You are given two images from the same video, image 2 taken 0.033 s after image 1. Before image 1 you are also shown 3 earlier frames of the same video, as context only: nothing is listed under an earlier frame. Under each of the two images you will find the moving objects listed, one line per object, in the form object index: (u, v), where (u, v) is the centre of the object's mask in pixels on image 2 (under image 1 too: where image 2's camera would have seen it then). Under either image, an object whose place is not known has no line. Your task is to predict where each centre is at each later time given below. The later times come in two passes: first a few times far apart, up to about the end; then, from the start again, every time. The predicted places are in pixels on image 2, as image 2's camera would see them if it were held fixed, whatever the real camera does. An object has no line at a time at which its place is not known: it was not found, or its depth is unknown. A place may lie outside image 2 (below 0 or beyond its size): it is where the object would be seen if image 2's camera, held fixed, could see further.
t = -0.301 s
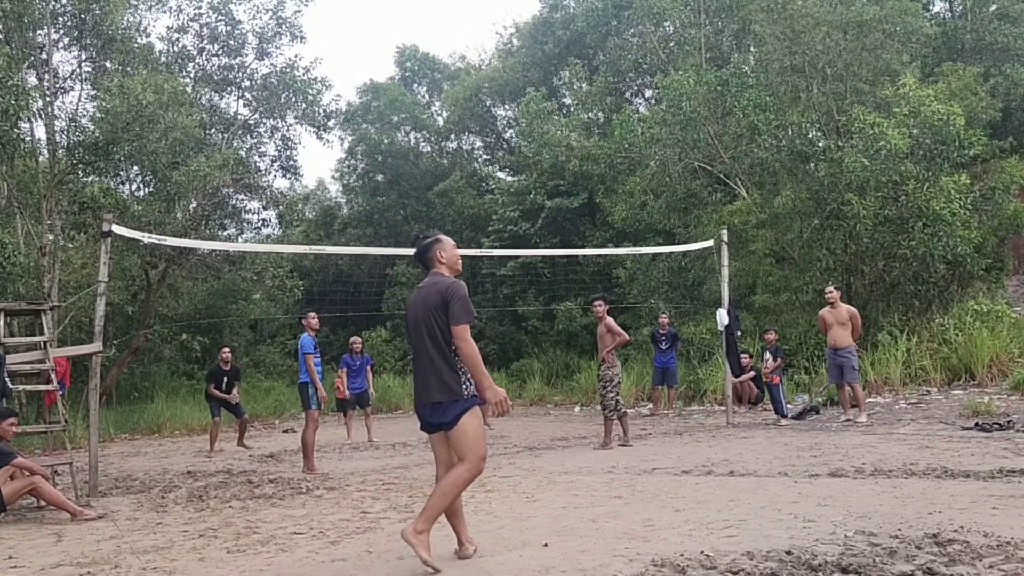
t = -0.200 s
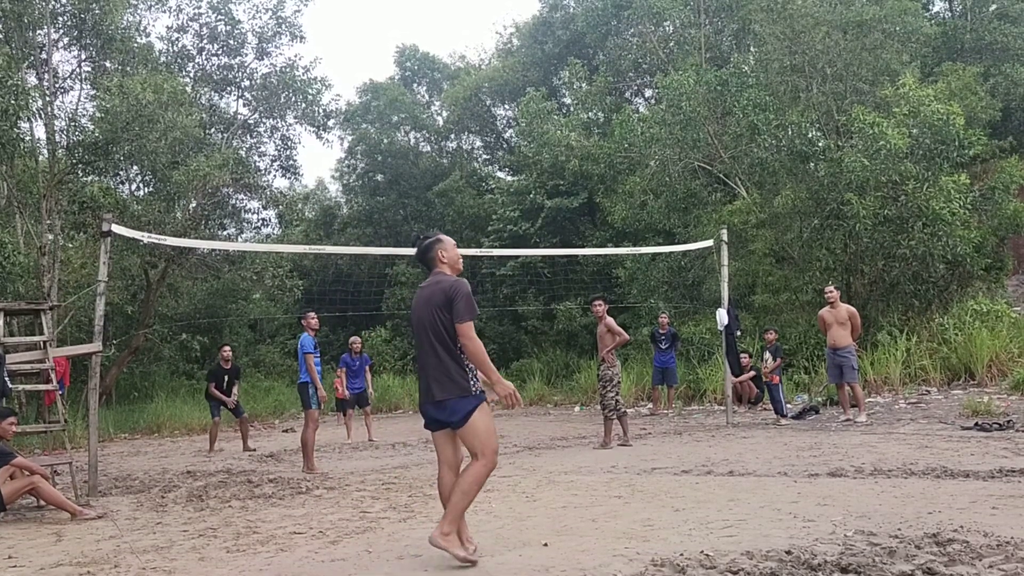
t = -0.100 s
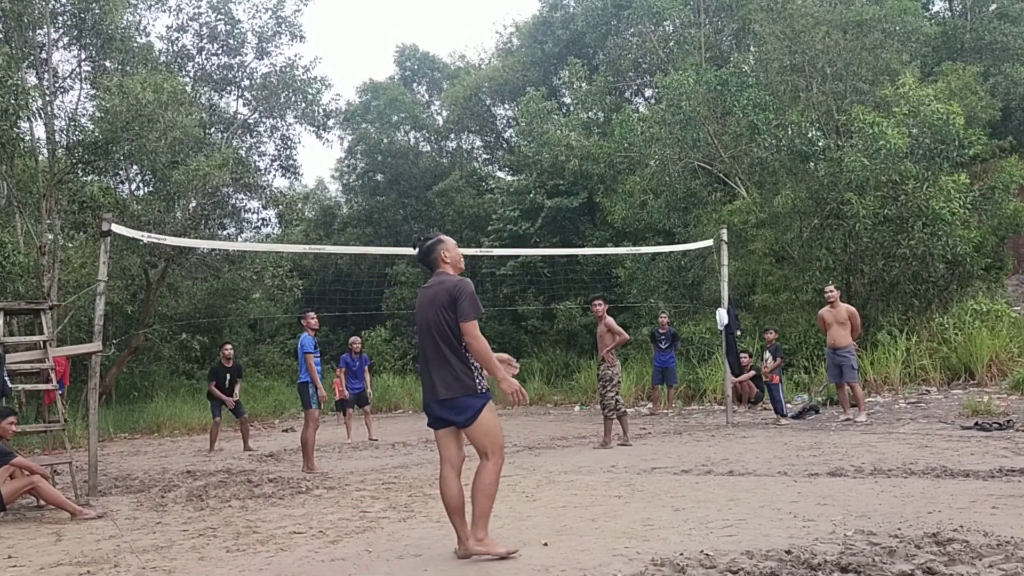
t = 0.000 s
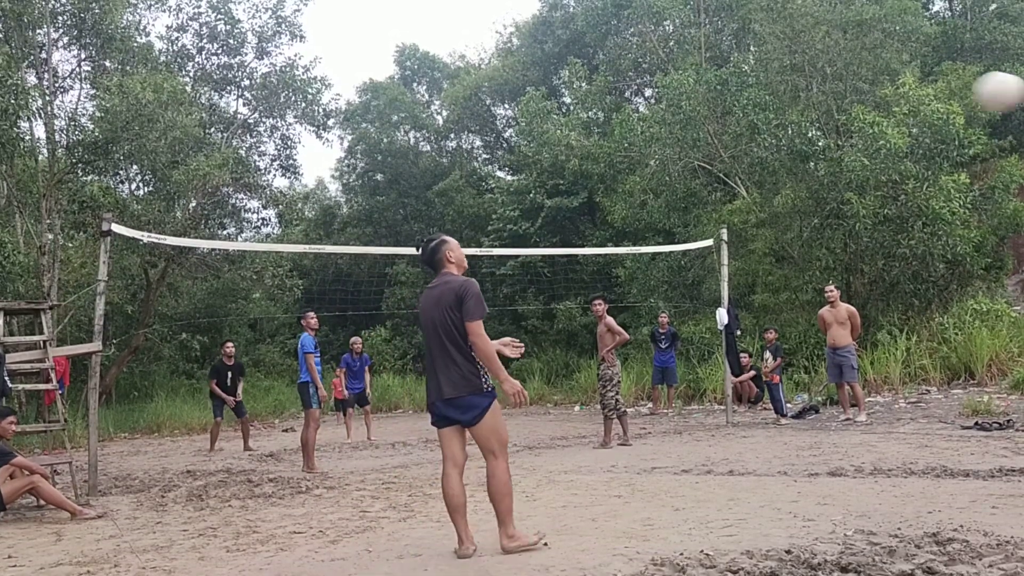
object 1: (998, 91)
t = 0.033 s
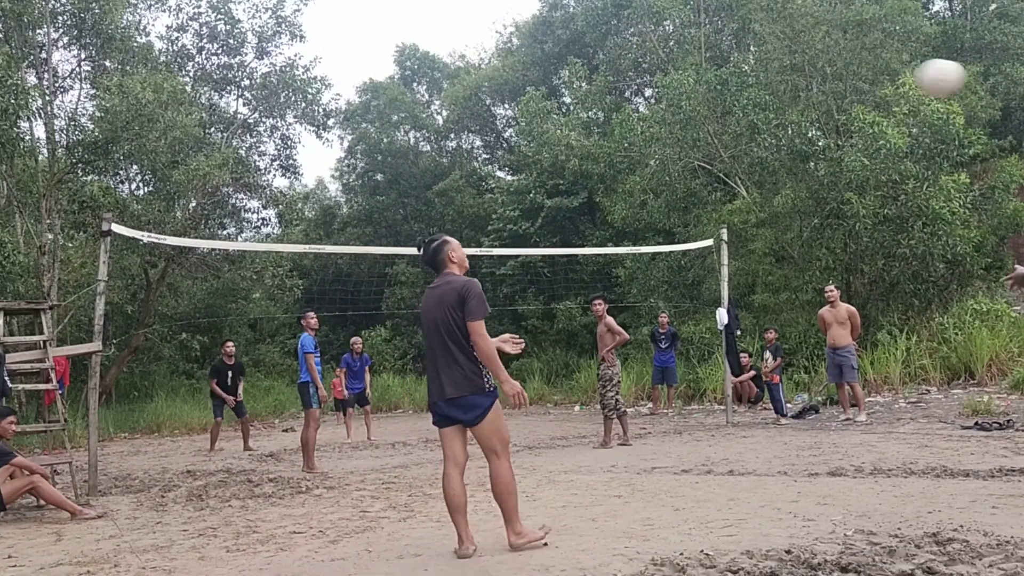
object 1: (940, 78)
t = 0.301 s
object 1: (620, 50)
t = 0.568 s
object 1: (448, 110)
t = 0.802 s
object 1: (350, 198)
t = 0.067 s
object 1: (885, 67)
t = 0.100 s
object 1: (835, 59)
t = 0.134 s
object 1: (791, 53)
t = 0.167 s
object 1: (751, 49)
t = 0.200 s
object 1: (714, 47)
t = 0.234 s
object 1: (680, 46)
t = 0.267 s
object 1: (648, 47)
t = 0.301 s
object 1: (620, 50)
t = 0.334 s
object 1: (593, 54)
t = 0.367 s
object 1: (568, 59)
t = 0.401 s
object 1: (544, 65)
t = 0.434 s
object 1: (523, 73)
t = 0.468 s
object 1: (502, 81)
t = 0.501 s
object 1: (483, 90)
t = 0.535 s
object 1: (464, 99)
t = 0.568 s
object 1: (448, 110)
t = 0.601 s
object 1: (430, 121)
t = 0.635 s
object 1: (416, 132)
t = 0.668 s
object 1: (400, 145)
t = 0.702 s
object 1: (387, 157)
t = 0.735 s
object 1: (374, 170)
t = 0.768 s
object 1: (361, 183)
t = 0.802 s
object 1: (350, 198)
